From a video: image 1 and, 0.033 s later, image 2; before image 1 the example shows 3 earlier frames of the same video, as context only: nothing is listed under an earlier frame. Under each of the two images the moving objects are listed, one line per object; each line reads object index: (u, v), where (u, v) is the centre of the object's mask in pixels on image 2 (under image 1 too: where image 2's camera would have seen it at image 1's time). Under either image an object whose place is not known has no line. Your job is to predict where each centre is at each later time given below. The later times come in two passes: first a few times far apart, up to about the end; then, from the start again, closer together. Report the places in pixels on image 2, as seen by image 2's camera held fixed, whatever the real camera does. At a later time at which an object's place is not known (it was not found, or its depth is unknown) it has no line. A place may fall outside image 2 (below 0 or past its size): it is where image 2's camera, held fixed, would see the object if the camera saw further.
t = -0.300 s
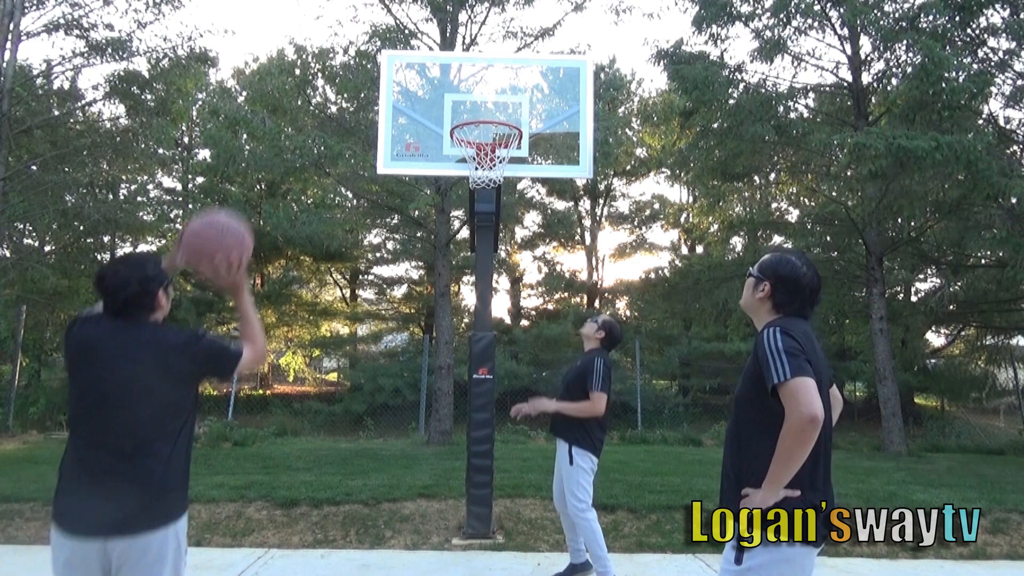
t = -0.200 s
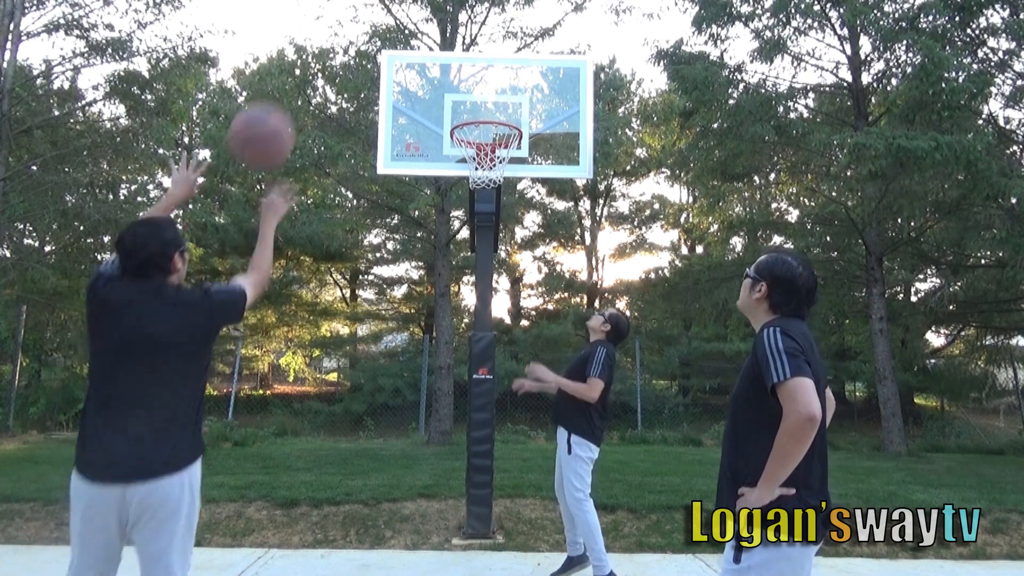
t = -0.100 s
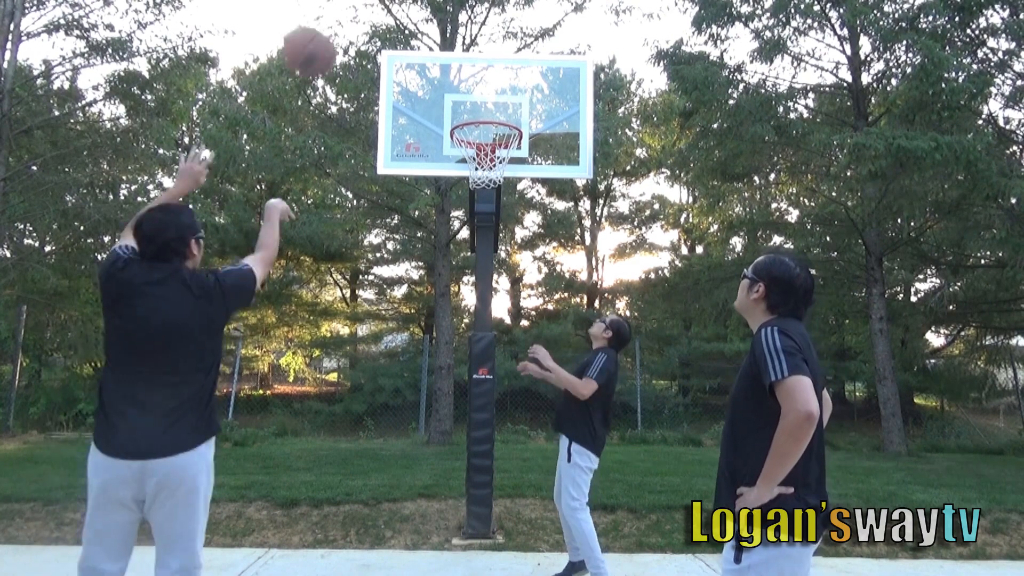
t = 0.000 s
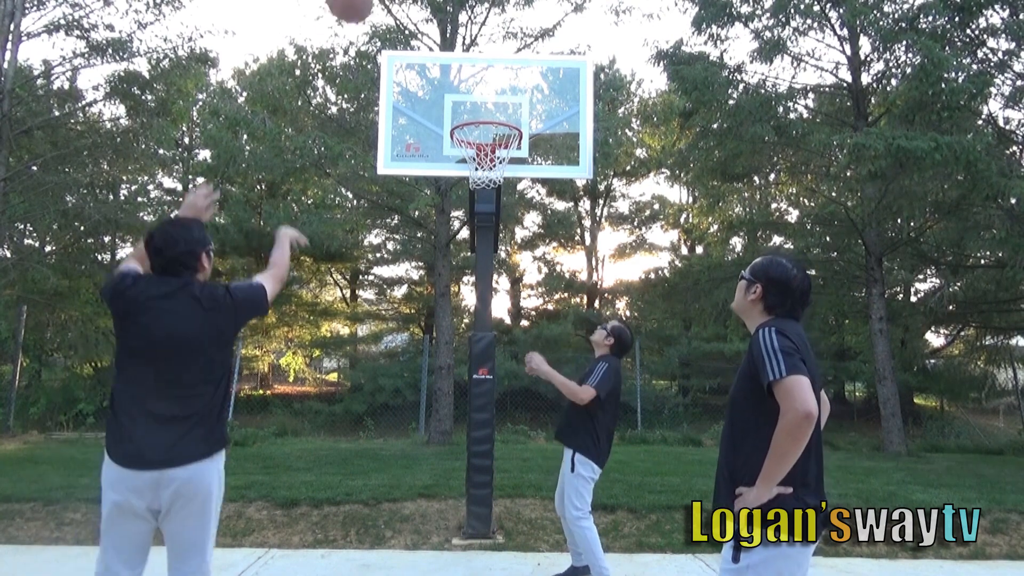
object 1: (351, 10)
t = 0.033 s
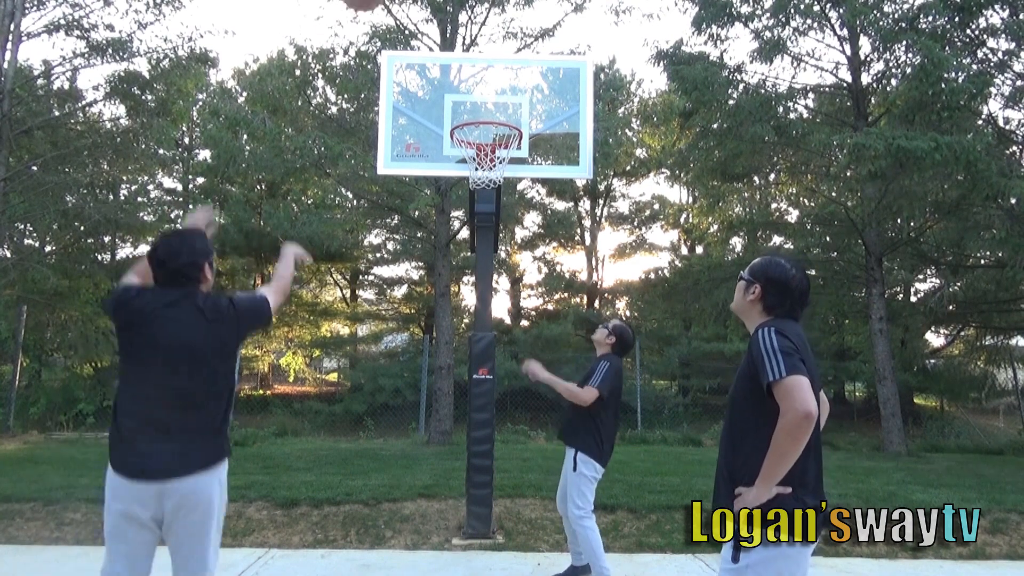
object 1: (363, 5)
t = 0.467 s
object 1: (464, 33)
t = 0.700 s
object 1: (494, 129)
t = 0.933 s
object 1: (463, 174)
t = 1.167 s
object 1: (482, 180)
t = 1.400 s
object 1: (504, 243)
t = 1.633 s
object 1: (525, 396)
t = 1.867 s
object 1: (538, 520)
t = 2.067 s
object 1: (546, 401)
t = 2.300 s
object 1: (552, 341)
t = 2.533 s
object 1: (556, 357)
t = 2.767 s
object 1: (559, 445)
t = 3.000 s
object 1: (560, 502)
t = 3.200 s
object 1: (562, 430)
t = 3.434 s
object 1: (561, 412)
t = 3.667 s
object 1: (560, 466)
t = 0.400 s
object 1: (452, 12)
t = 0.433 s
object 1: (457, 19)
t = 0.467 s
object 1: (464, 33)
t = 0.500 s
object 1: (470, 47)
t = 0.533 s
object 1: (475, 62)
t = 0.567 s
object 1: (480, 79)
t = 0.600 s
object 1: (485, 98)
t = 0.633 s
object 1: (489, 111)
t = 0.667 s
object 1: (491, 118)
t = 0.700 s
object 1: (494, 129)
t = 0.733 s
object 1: (495, 138)
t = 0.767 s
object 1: (491, 147)
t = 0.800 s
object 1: (484, 150)
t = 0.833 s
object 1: (470, 156)
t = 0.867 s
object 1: (467, 164)
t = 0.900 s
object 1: (465, 176)
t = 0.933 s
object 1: (463, 174)
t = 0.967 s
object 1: (463, 173)
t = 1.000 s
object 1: (464, 173)
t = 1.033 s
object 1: (463, 167)
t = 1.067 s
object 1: (469, 175)
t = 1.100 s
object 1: (473, 176)
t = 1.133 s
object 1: (477, 178)
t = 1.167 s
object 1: (482, 180)
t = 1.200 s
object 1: (486, 184)
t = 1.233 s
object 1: (490, 189)
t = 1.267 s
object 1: (493, 195)
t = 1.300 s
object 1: (497, 204)
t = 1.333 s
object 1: (499, 215)
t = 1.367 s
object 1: (502, 228)
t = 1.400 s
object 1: (504, 243)
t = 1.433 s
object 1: (507, 260)
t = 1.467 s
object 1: (510, 278)
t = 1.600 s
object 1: (522, 369)
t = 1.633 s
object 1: (525, 396)
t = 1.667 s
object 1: (527, 423)
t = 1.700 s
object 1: (529, 453)
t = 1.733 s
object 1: (532, 483)
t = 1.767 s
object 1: (534, 517)
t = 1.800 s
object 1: (534, 550)
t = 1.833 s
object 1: (537, 544)
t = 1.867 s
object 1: (538, 520)
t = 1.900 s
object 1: (540, 493)
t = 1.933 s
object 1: (541, 473)
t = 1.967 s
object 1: (543, 451)
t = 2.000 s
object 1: (544, 432)
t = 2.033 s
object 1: (545, 416)
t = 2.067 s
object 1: (546, 401)
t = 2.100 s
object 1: (547, 388)
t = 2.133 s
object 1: (548, 376)
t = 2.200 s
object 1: (550, 357)
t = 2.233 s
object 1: (550, 350)
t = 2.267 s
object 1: (551, 344)
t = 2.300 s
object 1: (552, 341)
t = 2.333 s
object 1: (552, 339)
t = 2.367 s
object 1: (553, 338)
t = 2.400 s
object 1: (554, 339)
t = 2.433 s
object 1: (554, 341)
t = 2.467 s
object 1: (555, 344)
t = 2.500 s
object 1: (555, 350)
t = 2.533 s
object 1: (556, 357)
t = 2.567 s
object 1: (556, 365)
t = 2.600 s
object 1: (557, 375)
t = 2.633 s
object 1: (557, 386)
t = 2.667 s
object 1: (557, 399)
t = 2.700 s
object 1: (558, 413)
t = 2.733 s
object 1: (559, 429)
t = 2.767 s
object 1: (559, 445)
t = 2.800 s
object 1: (559, 465)
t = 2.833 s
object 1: (559, 486)
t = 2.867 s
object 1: (559, 507)
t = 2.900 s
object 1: (559, 533)
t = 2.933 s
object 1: (559, 540)
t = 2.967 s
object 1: (560, 519)
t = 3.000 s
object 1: (560, 502)
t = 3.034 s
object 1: (560, 486)
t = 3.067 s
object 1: (560, 472)
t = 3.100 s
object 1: (561, 459)
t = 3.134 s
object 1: (561, 448)
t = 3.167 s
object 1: (561, 438)
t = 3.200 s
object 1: (562, 430)
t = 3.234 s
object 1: (561, 423)
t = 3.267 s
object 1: (561, 418)
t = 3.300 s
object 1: (561, 413)
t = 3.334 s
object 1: (561, 411)
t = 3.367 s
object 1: (561, 410)
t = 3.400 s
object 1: (561, 411)
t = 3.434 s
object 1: (561, 412)
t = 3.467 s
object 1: (561, 416)
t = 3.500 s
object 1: (561, 420)
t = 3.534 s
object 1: (561, 427)
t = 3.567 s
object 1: (561, 433)
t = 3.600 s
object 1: (561, 443)
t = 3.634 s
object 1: (561, 453)
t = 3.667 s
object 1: (560, 466)
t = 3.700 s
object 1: (560, 478)
